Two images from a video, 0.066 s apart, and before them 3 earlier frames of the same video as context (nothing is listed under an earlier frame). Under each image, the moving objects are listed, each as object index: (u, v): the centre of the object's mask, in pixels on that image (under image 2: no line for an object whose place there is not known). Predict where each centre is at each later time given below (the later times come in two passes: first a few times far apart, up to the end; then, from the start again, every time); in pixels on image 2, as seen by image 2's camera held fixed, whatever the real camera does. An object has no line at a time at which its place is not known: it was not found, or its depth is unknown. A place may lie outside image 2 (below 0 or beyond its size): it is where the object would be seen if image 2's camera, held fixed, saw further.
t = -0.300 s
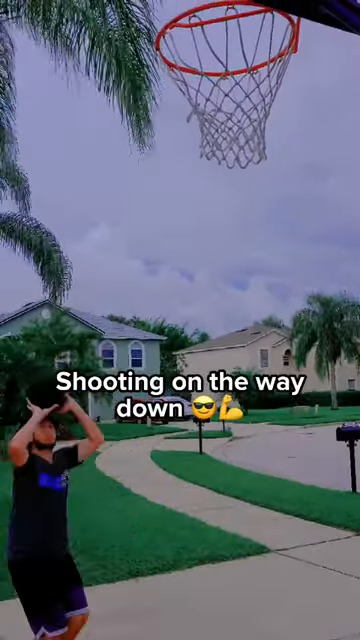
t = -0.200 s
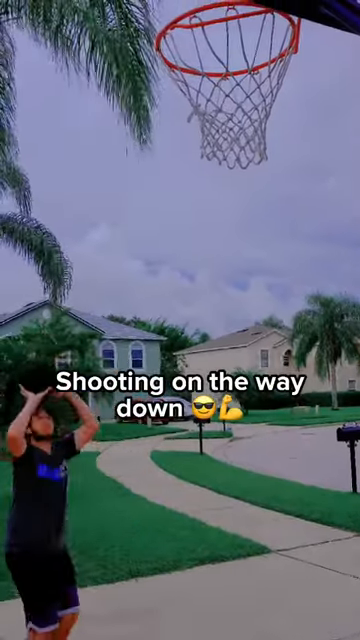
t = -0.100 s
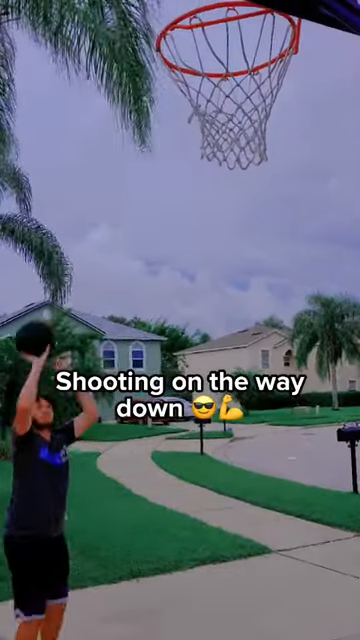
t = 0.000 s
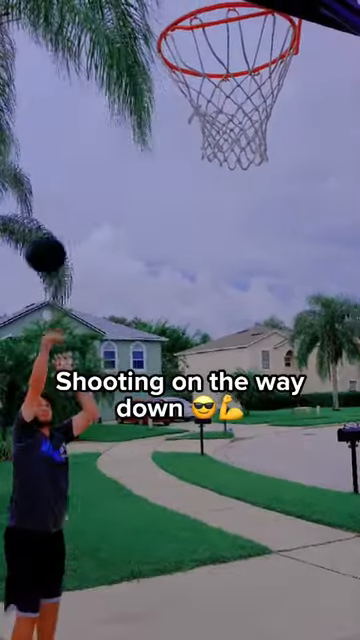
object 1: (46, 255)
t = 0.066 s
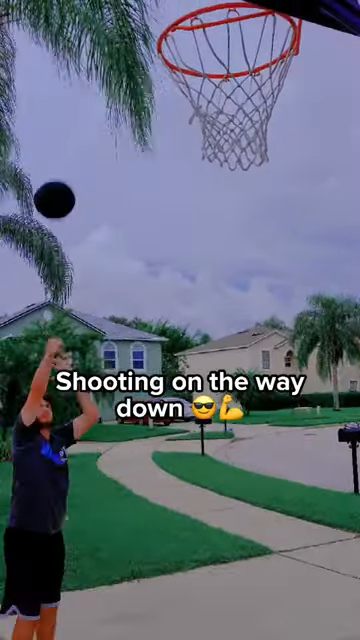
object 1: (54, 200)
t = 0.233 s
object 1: (76, 87)
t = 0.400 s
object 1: (103, 15)
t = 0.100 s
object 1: (58, 174)
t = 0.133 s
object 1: (62, 150)
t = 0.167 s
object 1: (67, 128)
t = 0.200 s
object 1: (71, 107)
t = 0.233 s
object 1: (76, 87)
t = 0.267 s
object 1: (80, 68)
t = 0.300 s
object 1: (86, 52)
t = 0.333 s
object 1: (91, 37)
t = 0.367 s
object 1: (97, 23)
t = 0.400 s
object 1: (103, 15)
